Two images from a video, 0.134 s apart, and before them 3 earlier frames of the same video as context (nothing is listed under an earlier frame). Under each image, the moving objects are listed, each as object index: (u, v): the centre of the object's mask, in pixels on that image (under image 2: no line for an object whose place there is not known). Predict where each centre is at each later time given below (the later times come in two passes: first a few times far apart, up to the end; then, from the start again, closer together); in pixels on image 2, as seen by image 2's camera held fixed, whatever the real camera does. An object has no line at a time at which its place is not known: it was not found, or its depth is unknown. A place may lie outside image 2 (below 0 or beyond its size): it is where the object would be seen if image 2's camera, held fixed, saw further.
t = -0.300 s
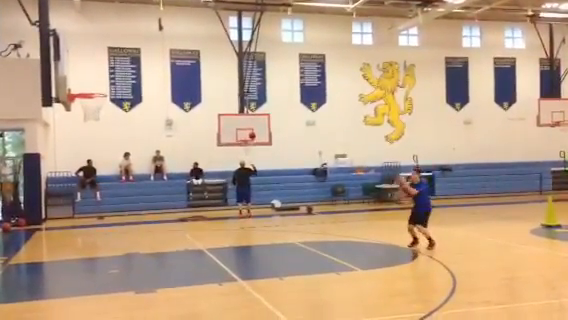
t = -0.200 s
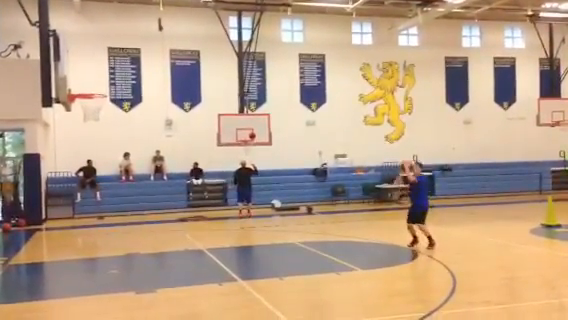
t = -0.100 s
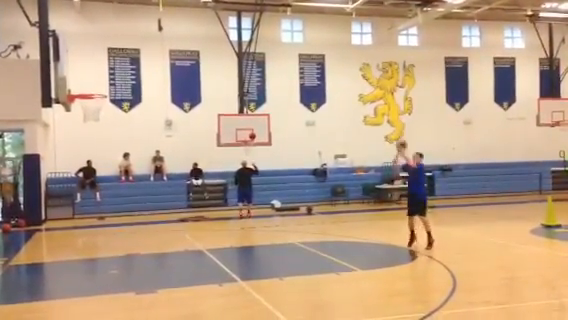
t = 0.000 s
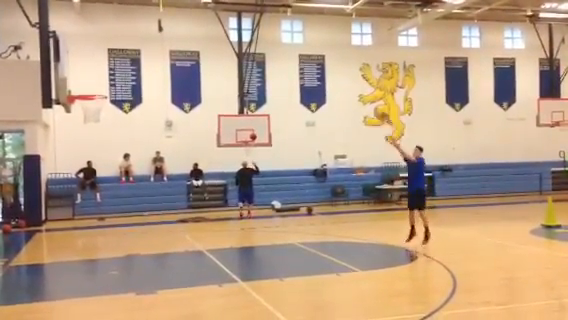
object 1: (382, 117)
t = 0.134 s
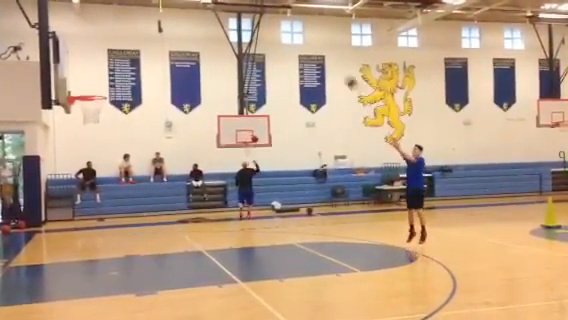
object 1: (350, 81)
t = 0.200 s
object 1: (335, 67)
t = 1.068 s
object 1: (110, 73)
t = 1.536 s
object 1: (118, 227)
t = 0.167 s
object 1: (343, 74)
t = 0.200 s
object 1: (335, 67)
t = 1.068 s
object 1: (110, 73)
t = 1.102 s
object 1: (101, 82)
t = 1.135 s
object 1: (92, 90)
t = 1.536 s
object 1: (118, 227)
